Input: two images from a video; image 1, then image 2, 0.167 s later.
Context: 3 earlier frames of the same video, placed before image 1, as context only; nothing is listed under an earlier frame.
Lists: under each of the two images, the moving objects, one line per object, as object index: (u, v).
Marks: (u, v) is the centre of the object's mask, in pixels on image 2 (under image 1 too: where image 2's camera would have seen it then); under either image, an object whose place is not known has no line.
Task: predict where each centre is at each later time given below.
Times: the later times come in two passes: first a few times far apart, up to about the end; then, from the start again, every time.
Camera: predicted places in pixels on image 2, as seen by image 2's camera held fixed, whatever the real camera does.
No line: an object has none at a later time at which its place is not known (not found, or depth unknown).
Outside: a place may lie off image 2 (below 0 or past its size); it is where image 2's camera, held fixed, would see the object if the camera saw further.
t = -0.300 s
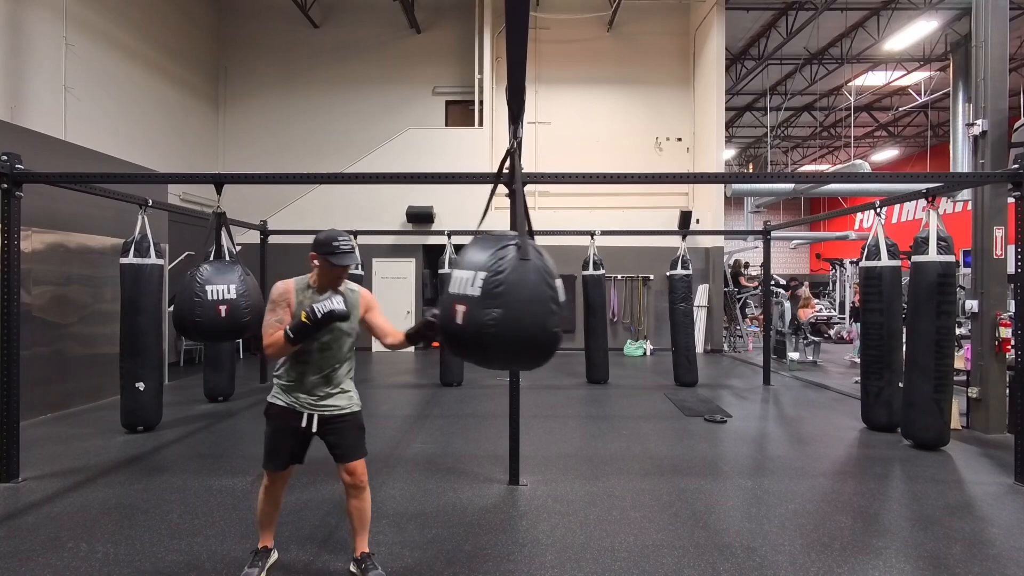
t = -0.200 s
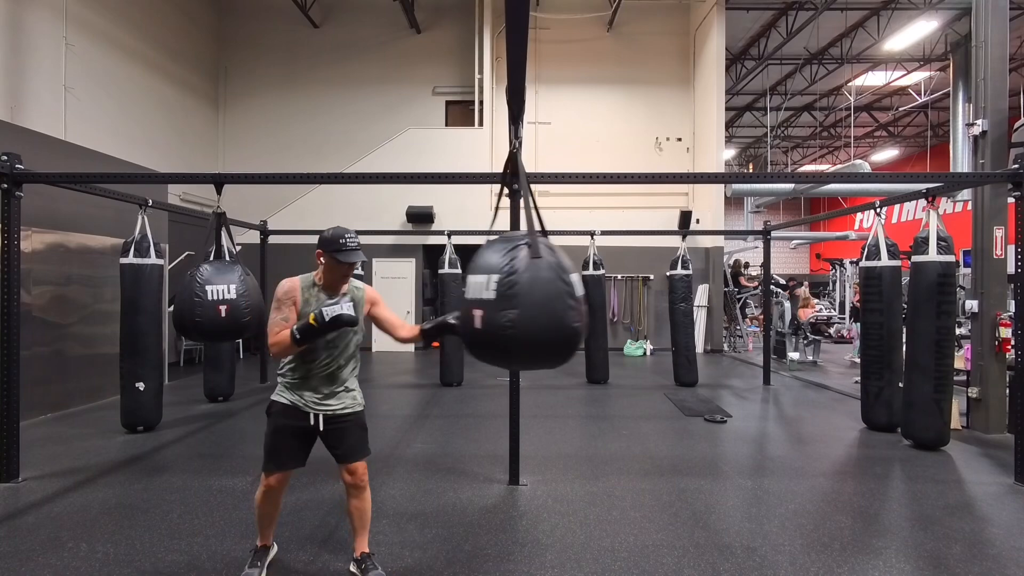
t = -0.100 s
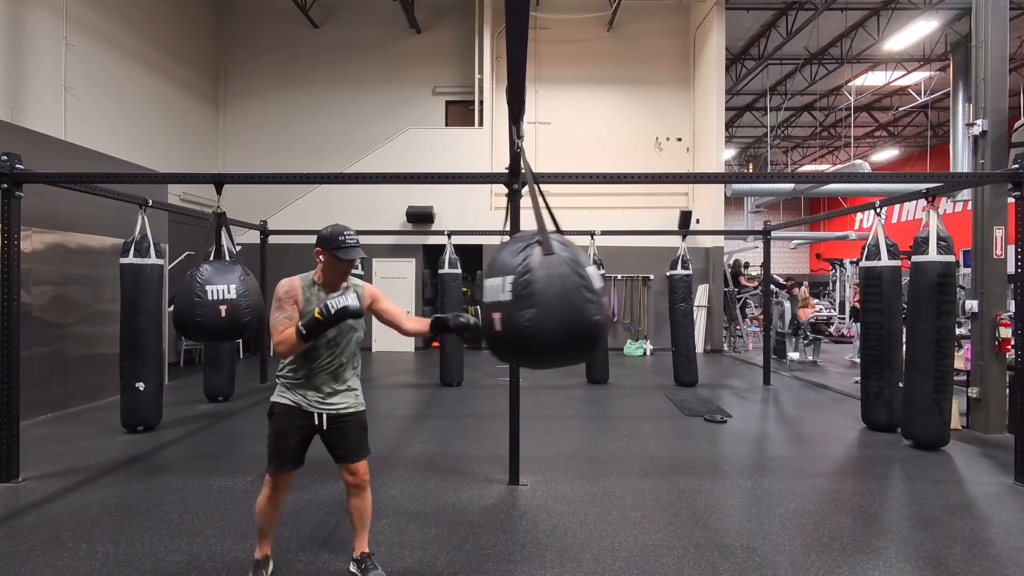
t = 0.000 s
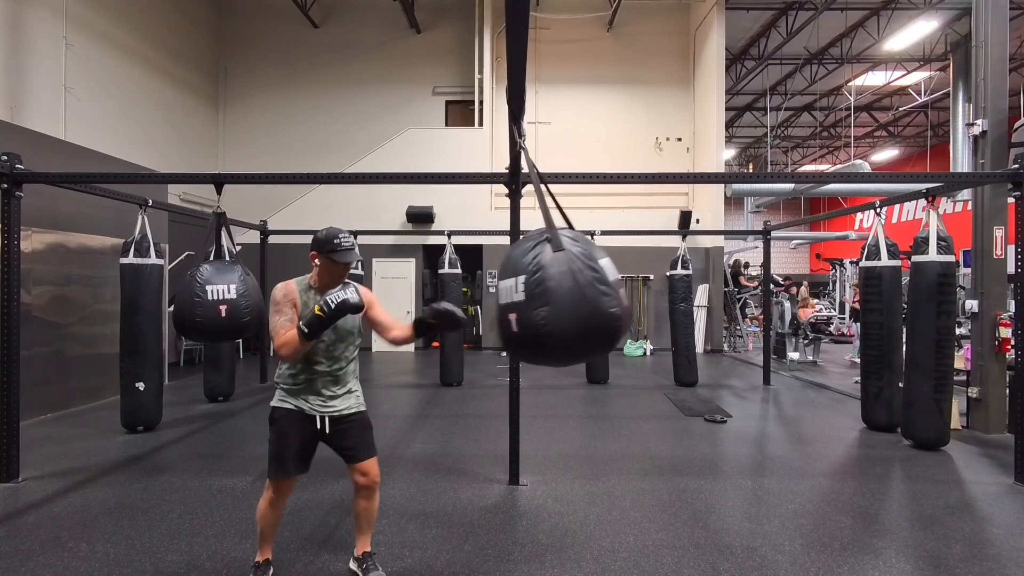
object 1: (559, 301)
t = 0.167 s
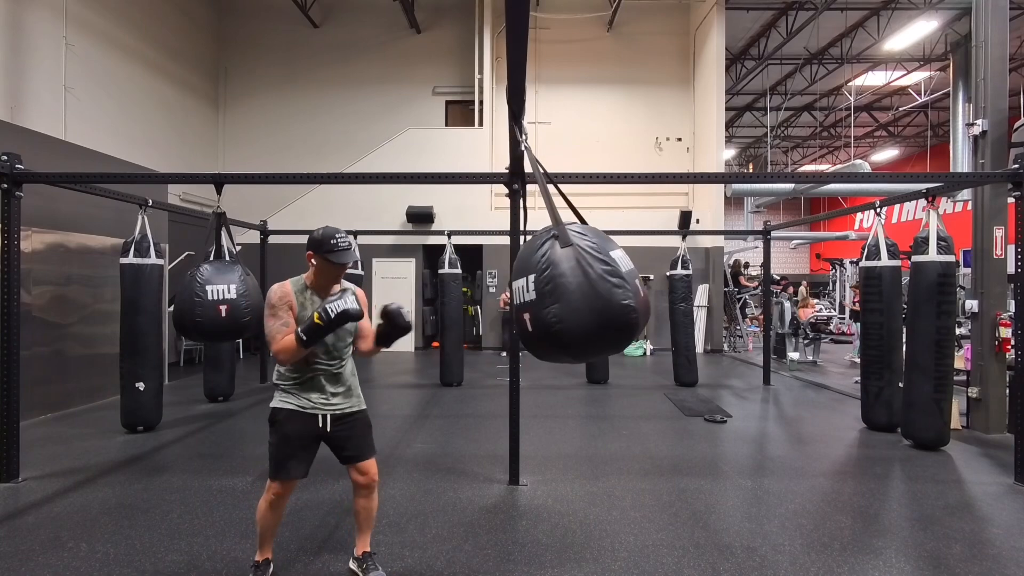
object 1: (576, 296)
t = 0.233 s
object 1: (578, 296)
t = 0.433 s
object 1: (565, 300)
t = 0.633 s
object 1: (529, 305)
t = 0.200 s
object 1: (578, 296)
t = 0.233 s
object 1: (578, 296)
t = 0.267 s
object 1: (578, 296)
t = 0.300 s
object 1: (577, 296)
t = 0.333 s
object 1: (575, 297)
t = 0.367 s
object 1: (573, 298)
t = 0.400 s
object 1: (569, 299)
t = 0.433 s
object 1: (565, 300)
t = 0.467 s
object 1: (560, 301)
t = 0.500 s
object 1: (555, 302)
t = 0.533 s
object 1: (549, 303)
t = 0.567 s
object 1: (543, 304)
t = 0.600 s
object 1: (537, 305)
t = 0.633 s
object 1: (529, 305)
